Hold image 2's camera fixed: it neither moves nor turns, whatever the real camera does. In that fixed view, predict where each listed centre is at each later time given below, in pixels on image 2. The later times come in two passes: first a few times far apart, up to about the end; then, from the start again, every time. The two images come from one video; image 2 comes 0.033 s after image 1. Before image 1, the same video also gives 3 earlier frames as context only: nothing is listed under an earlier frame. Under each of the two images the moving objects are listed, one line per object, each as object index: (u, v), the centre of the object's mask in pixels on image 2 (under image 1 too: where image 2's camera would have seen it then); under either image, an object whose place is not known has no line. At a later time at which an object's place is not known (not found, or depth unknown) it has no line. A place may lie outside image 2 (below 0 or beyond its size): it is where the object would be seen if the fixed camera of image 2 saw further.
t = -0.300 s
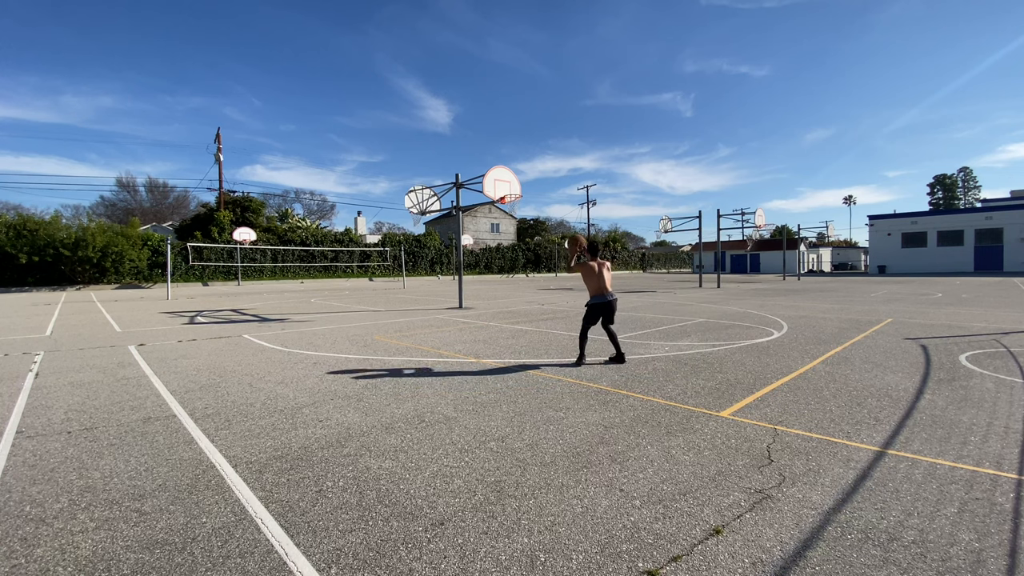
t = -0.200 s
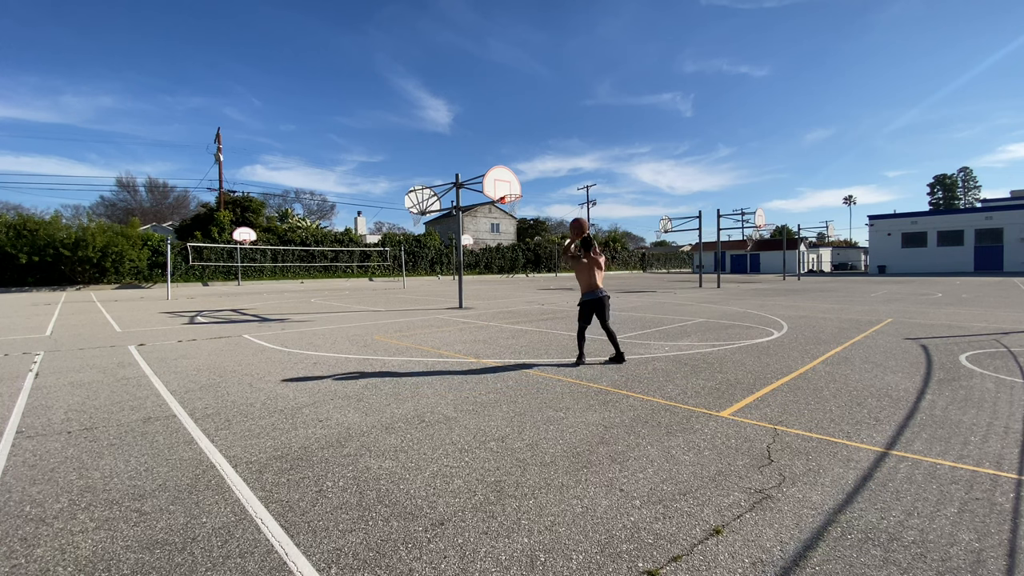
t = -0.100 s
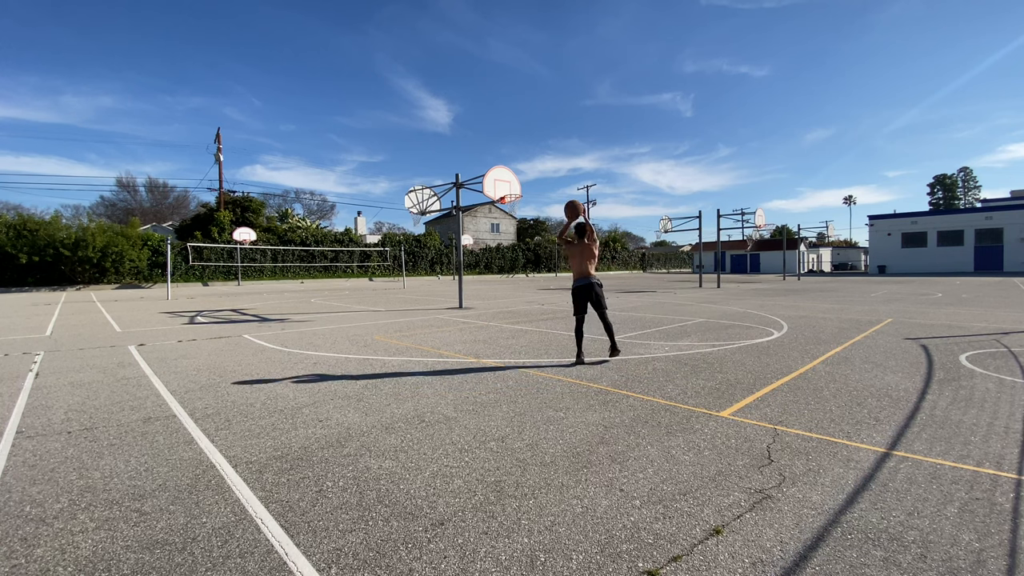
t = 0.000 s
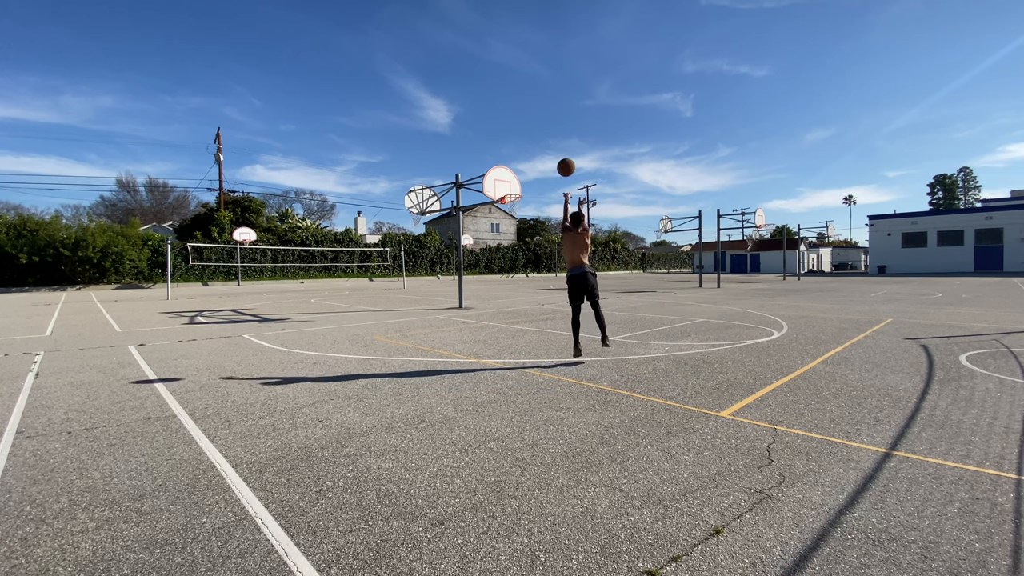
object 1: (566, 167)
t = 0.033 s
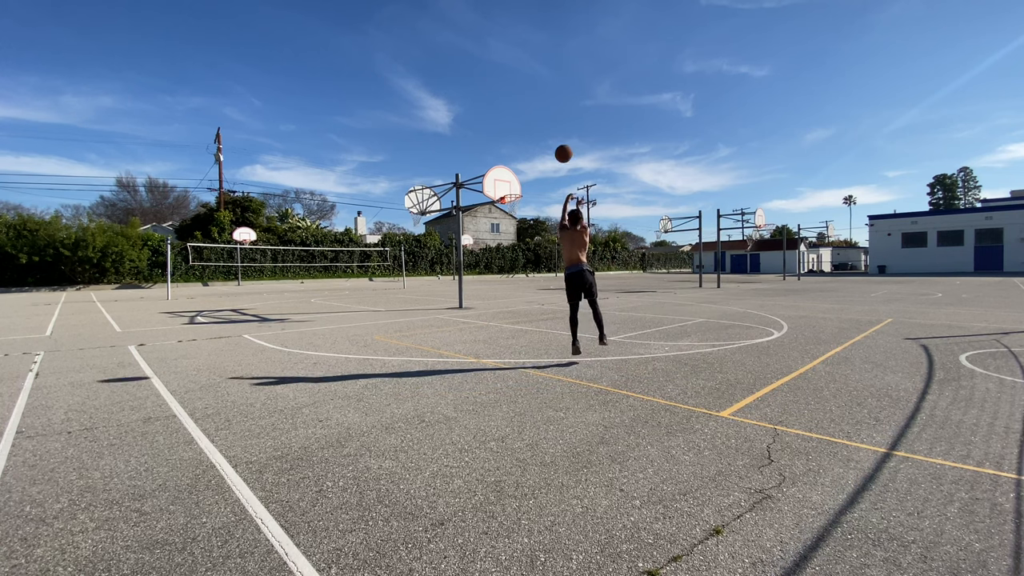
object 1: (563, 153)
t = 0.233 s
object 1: (550, 98)
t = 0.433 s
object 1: (539, 76)
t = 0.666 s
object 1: (528, 81)
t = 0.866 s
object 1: (521, 104)
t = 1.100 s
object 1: (513, 146)
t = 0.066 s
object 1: (561, 141)
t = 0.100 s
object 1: (558, 130)
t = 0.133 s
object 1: (556, 120)
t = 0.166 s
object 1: (554, 112)
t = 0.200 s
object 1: (552, 104)
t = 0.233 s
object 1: (550, 98)
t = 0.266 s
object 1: (548, 92)
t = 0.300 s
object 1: (546, 87)
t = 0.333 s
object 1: (544, 83)
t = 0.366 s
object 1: (542, 80)
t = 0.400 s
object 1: (540, 78)
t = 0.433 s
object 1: (539, 76)
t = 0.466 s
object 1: (537, 75)
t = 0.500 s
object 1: (536, 75)
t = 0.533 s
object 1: (534, 75)
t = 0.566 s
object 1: (532, 76)
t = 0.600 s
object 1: (531, 77)
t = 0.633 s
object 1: (529, 79)
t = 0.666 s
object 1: (528, 81)
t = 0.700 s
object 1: (527, 84)
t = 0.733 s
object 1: (525, 87)
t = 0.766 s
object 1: (524, 91)
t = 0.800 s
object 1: (523, 95)
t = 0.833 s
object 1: (522, 100)
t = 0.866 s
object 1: (521, 104)
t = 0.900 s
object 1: (519, 109)
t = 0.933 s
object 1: (518, 115)
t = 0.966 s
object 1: (517, 121)
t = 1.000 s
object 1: (516, 127)
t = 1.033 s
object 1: (515, 133)
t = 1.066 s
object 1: (514, 139)
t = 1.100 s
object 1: (513, 146)
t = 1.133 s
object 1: (512, 153)
